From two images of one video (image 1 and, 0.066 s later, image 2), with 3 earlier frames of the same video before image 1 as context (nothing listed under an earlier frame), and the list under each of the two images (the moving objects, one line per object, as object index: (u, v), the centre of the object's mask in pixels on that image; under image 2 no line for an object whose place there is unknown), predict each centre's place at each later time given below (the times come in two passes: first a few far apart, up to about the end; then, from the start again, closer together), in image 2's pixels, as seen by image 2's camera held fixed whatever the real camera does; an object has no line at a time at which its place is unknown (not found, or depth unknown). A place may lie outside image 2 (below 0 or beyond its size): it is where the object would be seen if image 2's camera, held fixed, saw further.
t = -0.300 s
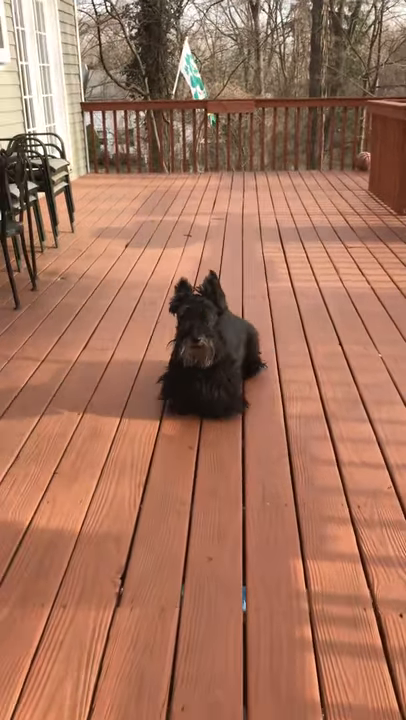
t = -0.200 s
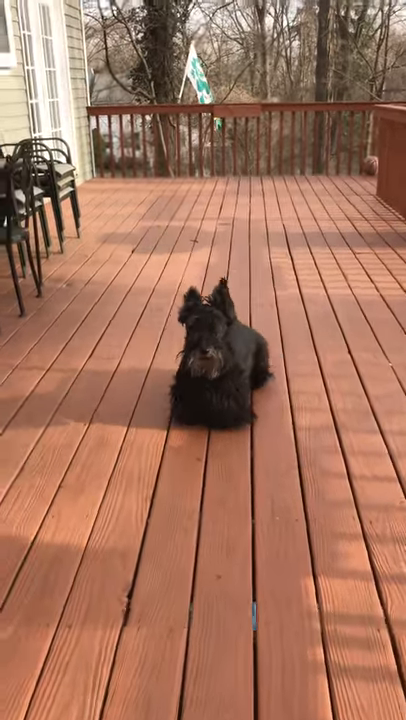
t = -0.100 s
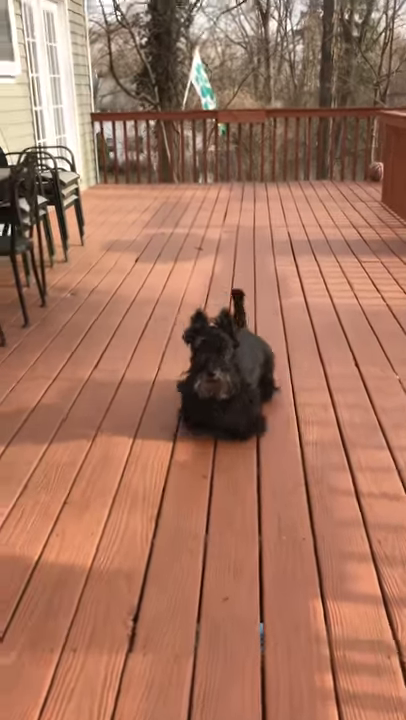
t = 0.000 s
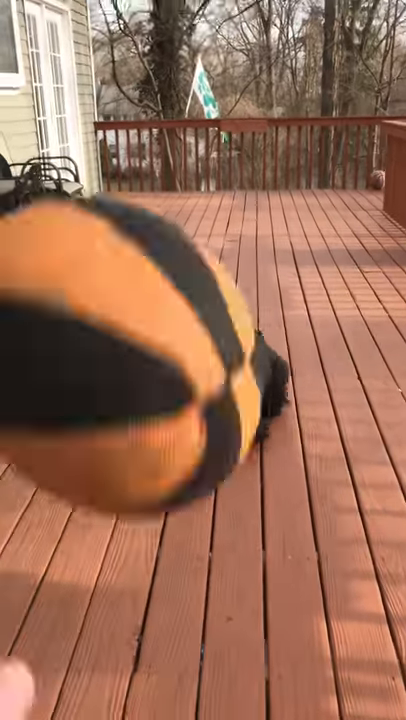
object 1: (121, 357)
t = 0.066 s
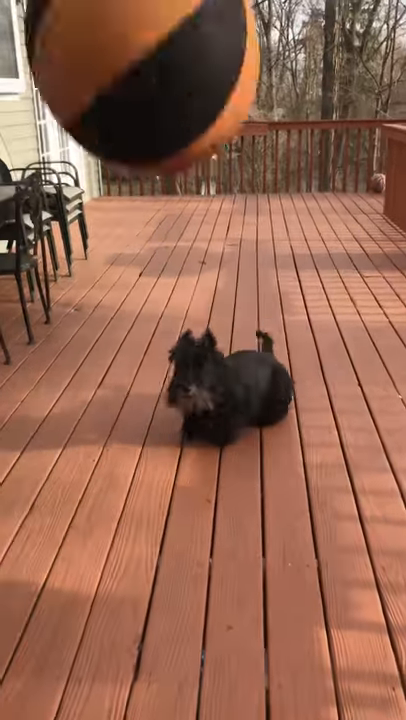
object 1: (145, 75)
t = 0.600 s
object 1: (216, 4)
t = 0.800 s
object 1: (223, 159)
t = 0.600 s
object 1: (216, 4)
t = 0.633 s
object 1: (217, 30)
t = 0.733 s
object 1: (222, 107)
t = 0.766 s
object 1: (225, 133)
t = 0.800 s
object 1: (223, 159)
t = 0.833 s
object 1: (227, 184)
